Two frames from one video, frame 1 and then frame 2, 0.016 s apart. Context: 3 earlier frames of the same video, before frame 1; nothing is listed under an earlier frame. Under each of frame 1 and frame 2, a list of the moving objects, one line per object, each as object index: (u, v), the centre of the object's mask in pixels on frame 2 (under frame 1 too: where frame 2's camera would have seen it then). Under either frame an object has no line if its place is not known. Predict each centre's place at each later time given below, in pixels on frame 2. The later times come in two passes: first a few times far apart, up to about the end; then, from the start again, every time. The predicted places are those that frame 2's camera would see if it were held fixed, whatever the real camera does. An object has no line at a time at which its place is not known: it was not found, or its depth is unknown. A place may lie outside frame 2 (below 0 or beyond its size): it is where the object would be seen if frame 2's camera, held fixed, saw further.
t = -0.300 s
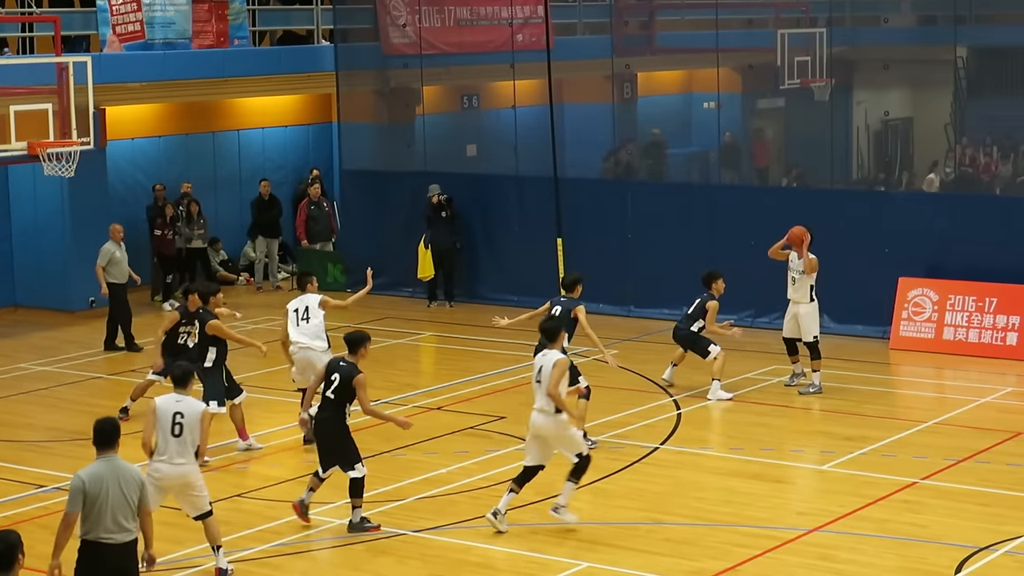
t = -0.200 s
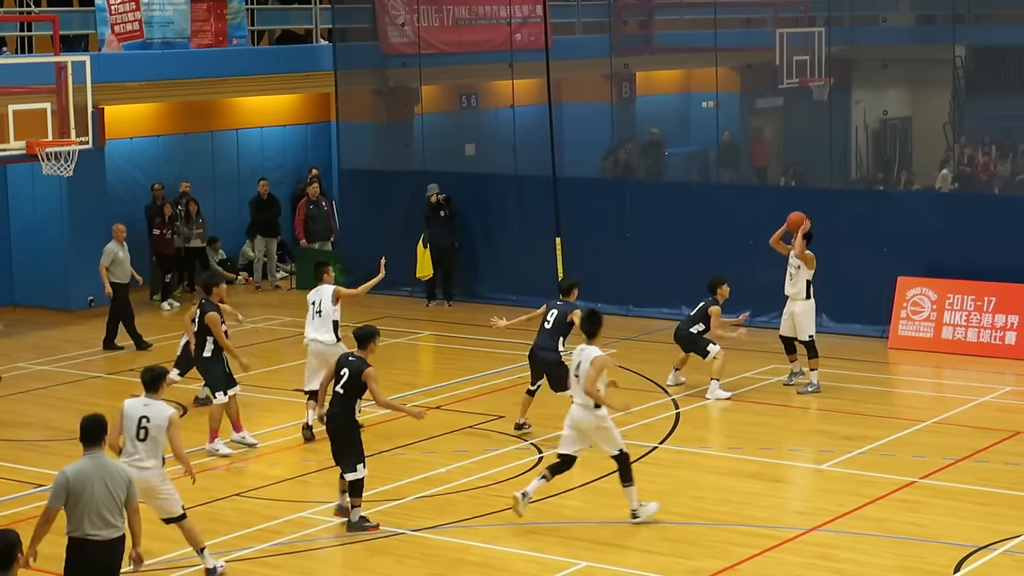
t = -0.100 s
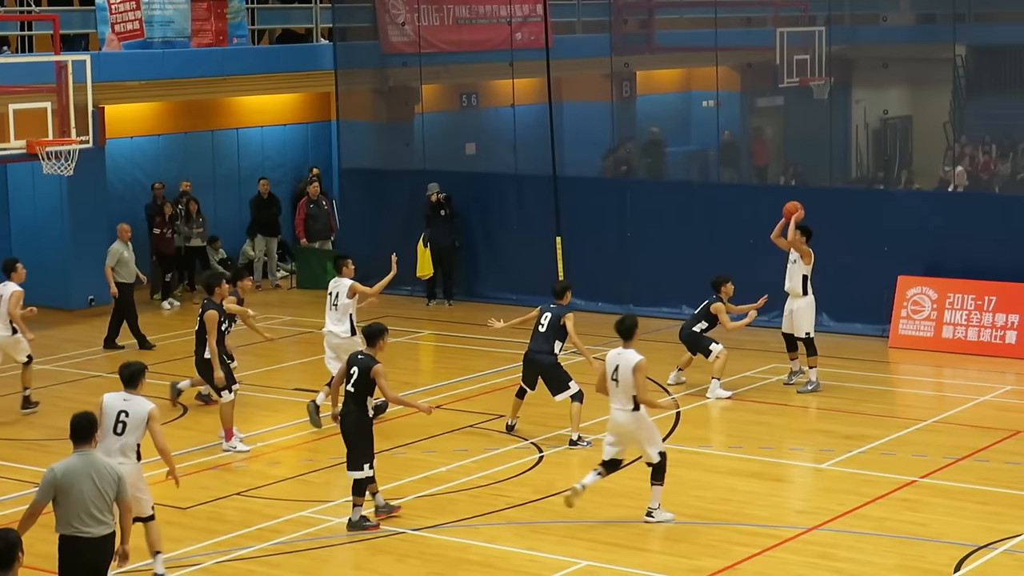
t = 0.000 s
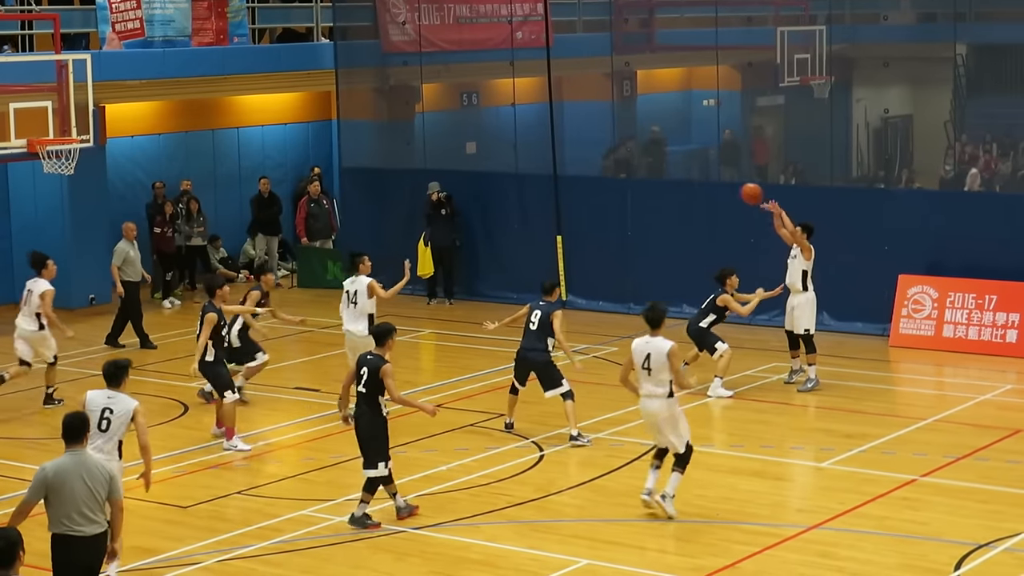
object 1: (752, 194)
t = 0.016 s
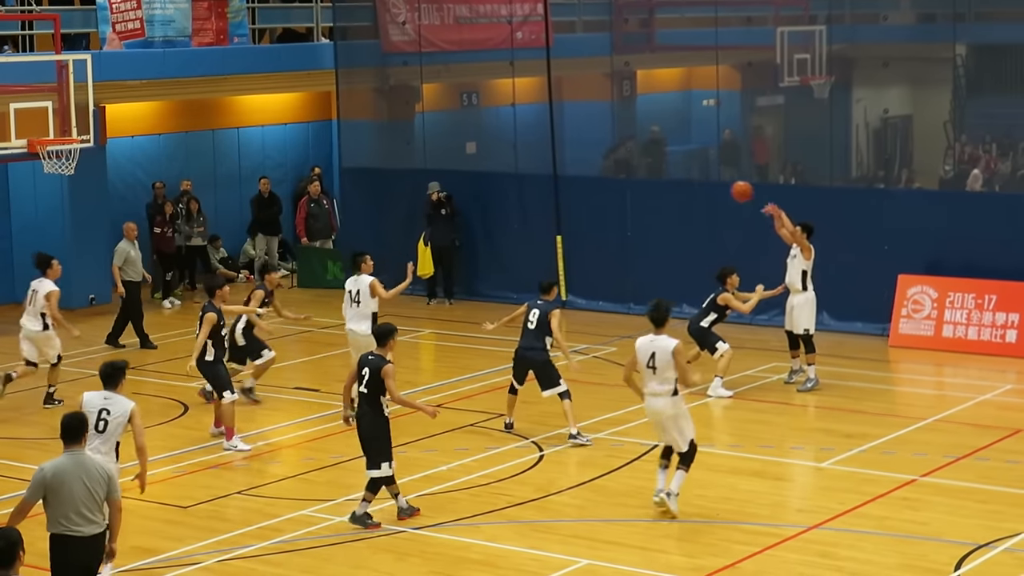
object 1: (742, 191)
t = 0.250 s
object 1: (609, 188)
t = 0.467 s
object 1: (491, 229)
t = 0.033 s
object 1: (732, 190)
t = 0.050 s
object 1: (722, 188)
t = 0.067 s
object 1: (713, 187)
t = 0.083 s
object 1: (703, 186)
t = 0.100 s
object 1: (694, 185)
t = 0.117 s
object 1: (684, 184)
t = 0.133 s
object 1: (675, 184)
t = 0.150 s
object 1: (666, 184)
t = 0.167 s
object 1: (656, 184)
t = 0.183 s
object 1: (647, 184)
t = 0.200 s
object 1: (637, 185)
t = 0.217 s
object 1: (628, 186)
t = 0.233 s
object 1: (618, 187)
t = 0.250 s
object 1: (609, 188)
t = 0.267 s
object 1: (600, 190)
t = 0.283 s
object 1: (590, 192)
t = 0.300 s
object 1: (581, 194)
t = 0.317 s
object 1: (572, 196)
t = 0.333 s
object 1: (563, 199)
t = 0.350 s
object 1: (554, 202)
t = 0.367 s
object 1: (545, 205)
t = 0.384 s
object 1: (536, 208)
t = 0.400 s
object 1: (527, 212)
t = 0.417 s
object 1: (518, 216)
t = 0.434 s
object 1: (509, 220)
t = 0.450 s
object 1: (499, 224)
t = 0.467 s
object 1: (491, 229)
